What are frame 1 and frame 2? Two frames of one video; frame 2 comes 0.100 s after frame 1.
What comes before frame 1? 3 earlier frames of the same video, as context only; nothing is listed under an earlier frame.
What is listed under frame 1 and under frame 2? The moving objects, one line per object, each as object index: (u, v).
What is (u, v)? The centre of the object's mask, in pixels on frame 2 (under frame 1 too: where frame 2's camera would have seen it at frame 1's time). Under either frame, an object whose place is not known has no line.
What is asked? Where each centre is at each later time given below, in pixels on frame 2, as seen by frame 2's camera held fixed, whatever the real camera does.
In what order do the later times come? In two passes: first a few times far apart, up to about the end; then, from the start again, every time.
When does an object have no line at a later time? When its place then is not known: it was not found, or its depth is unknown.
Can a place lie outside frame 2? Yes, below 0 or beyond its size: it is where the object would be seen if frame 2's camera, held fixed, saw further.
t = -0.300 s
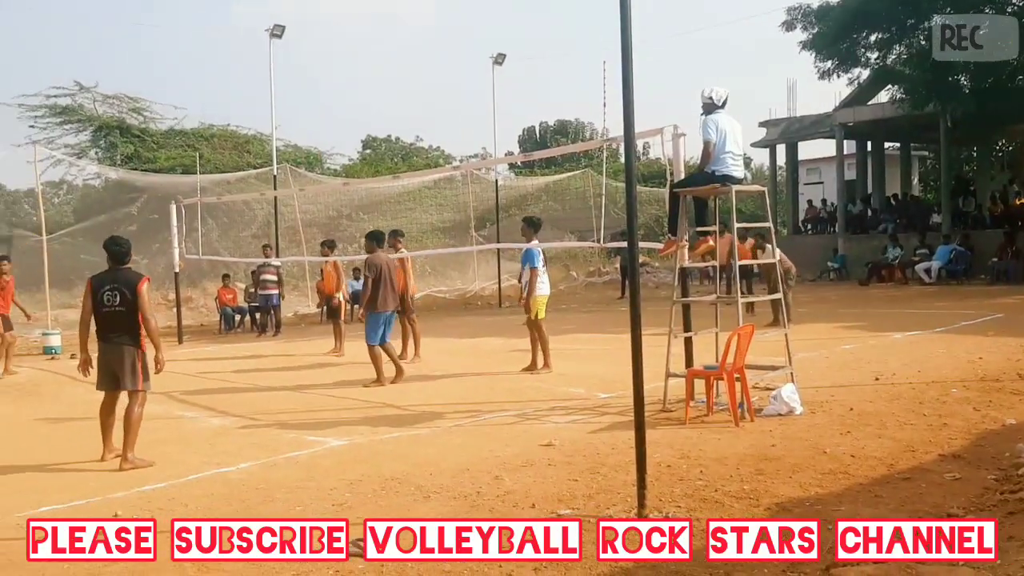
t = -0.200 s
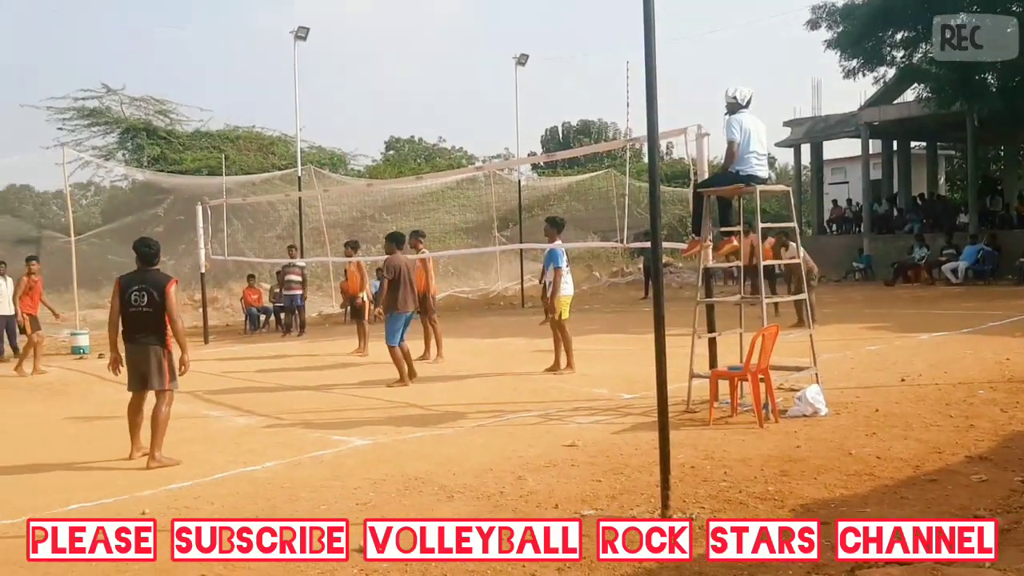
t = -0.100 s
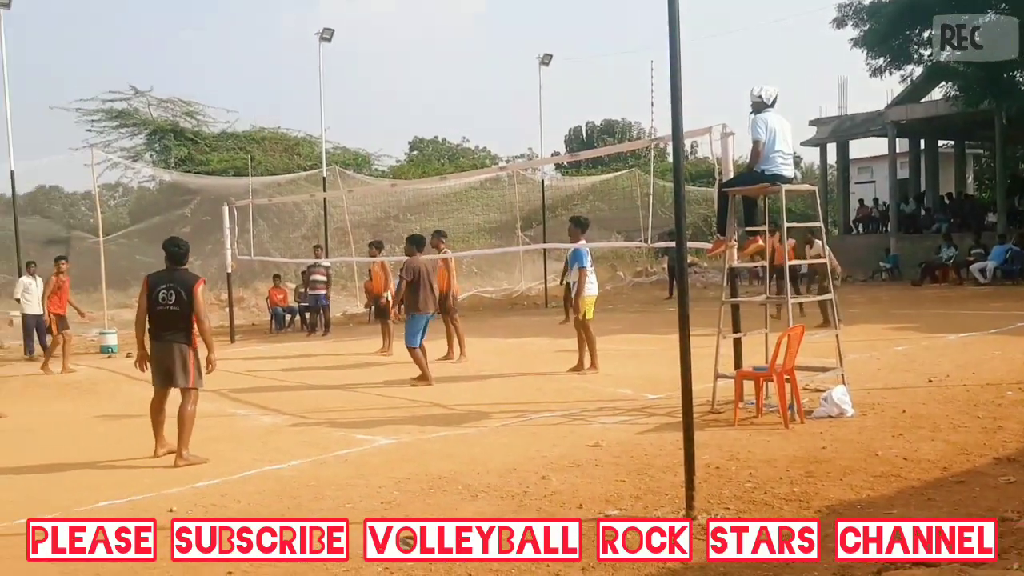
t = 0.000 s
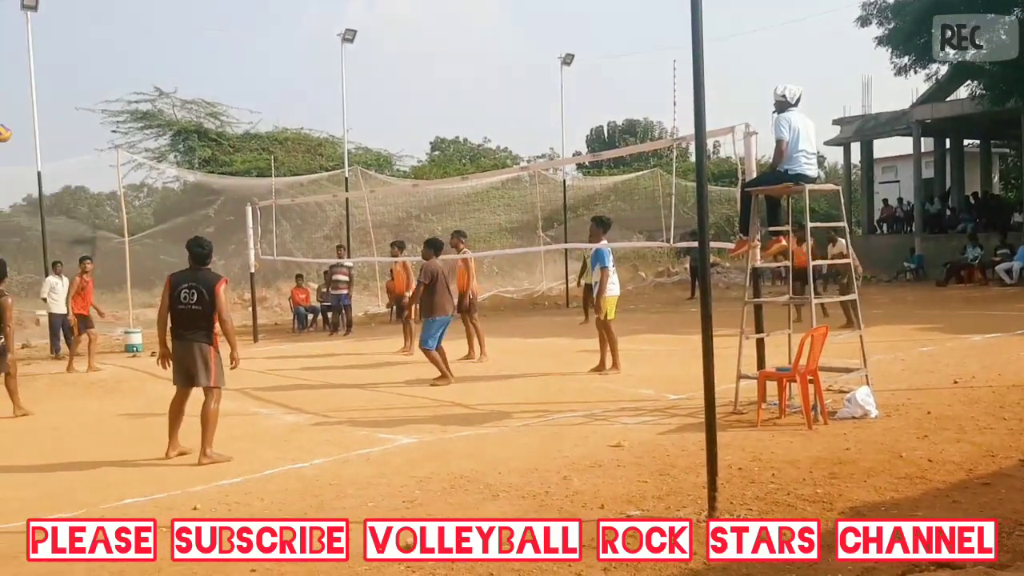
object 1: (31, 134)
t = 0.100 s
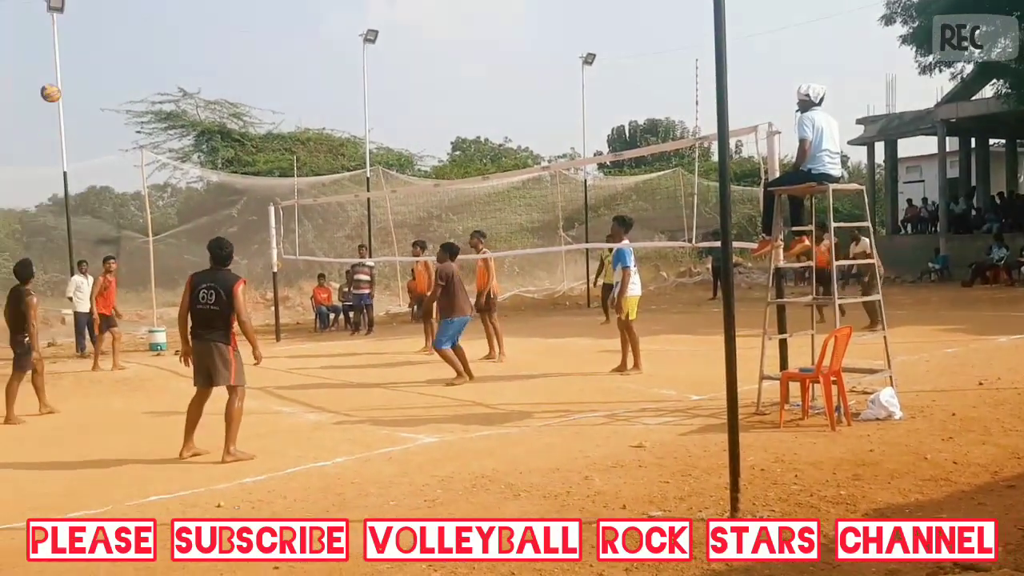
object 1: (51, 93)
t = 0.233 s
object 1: (82, 49)
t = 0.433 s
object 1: (132, 11)
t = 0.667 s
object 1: (194, 11)
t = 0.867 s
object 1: (252, 50)
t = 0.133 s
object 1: (59, 81)
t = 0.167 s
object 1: (67, 69)
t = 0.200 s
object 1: (75, 59)
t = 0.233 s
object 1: (82, 49)
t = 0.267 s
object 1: (91, 41)
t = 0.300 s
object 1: (99, 33)
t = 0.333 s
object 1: (108, 27)
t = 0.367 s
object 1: (116, 20)
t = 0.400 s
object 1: (123, 15)
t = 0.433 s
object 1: (132, 11)
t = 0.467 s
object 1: (141, 8)
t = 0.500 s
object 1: (149, 7)
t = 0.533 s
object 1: (158, 6)
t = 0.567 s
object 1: (167, 6)
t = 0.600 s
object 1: (176, 7)
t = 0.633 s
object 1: (184, 8)
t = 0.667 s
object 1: (194, 11)
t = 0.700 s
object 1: (203, 15)
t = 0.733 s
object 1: (213, 19)
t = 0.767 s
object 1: (222, 25)
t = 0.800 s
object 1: (232, 33)
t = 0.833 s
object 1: (241, 41)
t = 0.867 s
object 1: (252, 50)
